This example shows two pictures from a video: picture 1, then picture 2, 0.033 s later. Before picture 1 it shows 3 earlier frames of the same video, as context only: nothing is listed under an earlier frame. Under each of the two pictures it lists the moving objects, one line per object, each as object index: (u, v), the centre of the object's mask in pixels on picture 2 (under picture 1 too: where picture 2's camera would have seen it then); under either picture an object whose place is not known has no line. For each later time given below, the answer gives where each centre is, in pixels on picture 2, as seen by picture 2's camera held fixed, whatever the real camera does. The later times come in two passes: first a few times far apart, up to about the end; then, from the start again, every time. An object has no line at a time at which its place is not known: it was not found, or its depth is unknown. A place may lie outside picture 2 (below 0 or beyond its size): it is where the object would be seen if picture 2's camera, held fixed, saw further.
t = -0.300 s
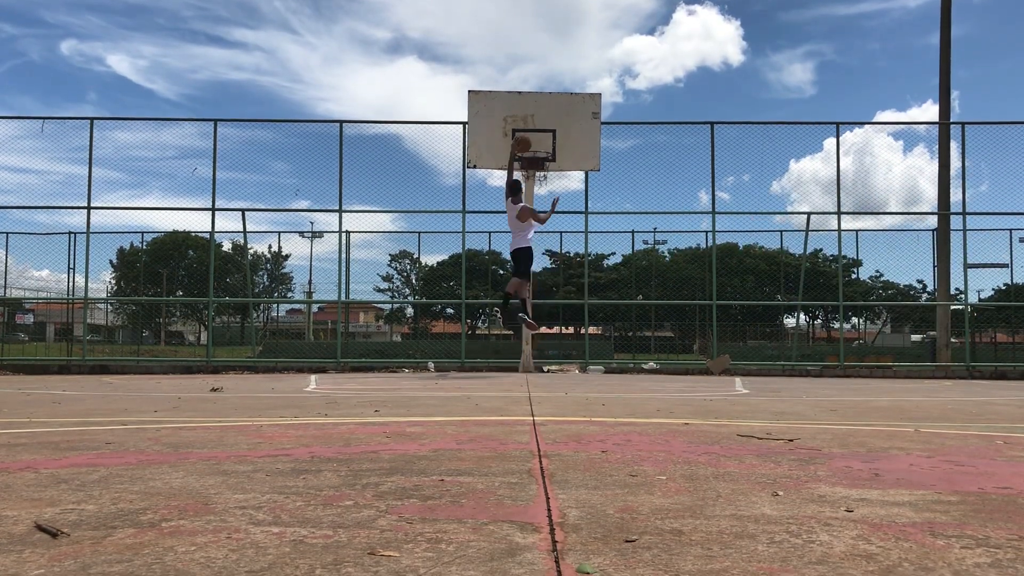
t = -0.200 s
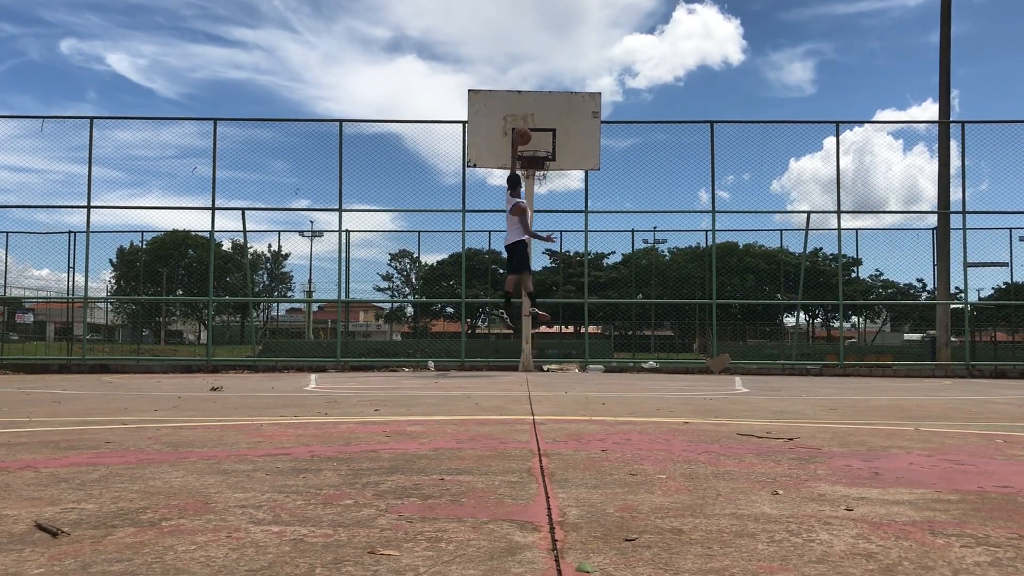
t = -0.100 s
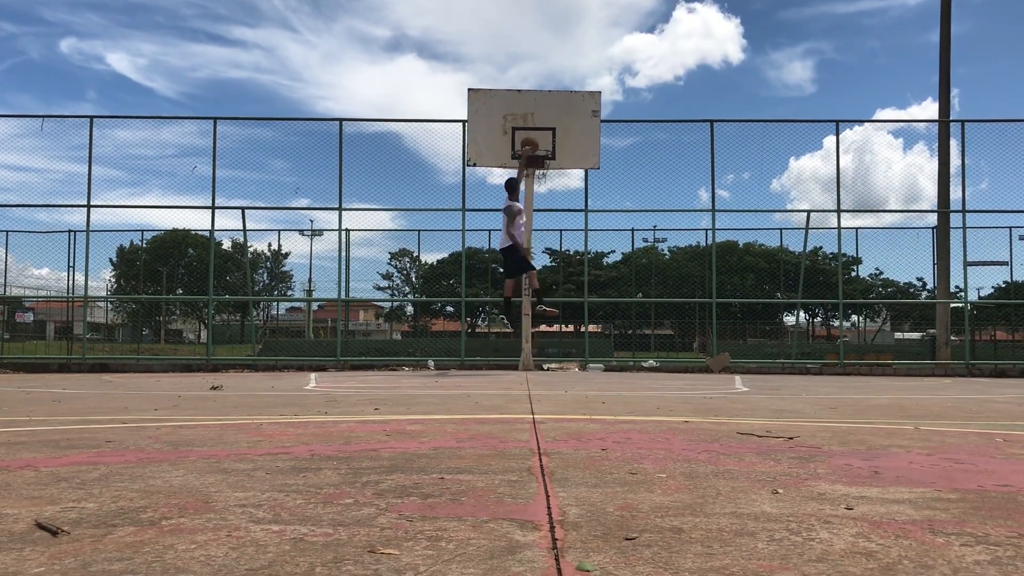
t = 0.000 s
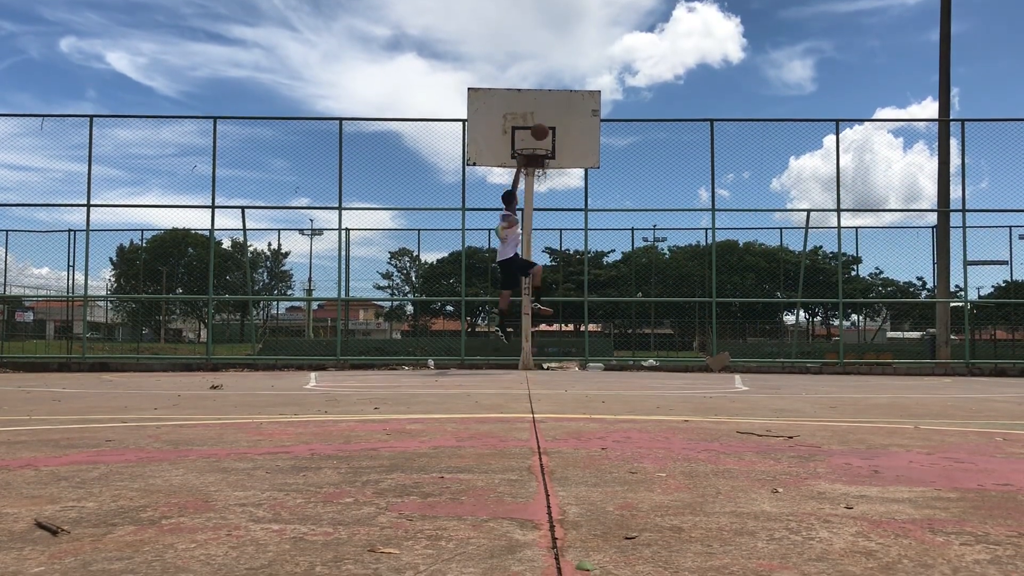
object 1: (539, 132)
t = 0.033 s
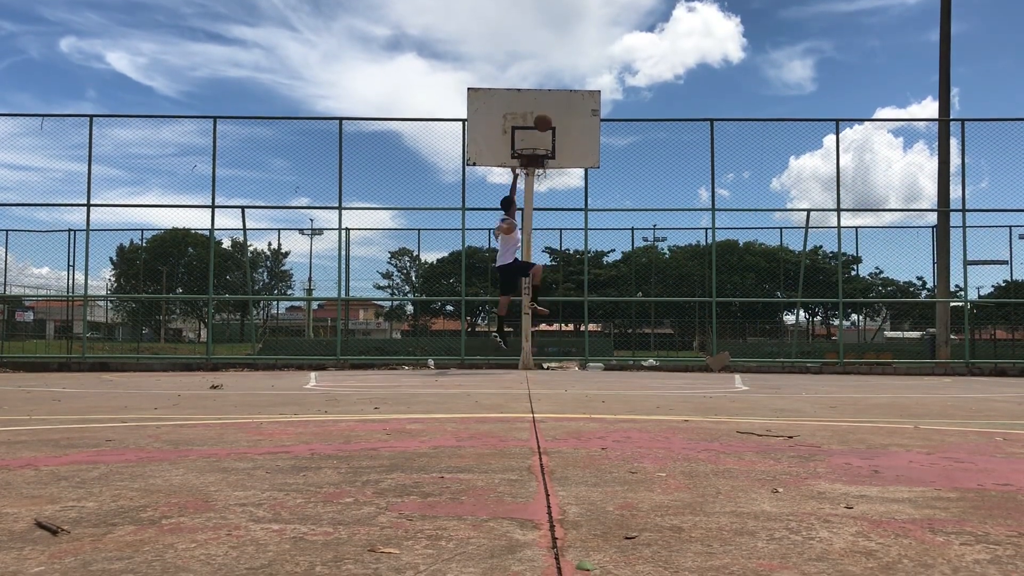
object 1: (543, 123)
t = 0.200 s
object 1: (561, 90)
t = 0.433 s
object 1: (589, 78)
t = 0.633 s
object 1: (619, 107)
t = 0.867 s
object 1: (661, 204)
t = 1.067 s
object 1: (711, 363)
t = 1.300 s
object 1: (761, 223)
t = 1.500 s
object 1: (810, 125)
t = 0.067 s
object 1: (546, 115)
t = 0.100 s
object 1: (549, 108)
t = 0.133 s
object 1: (553, 101)
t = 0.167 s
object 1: (556, 95)
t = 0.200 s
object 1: (561, 90)
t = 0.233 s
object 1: (565, 86)
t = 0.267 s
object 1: (568, 82)
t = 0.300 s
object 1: (572, 80)
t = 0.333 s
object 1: (576, 78)
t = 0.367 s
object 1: (581, 77)
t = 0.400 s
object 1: (585, 77)
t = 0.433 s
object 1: (589, 78)
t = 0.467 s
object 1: (594, 80)
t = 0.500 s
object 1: (599, 83)
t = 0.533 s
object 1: (603, 87)
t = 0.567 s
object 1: (608, 92)
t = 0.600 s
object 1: (613, 99)
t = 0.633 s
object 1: (619, 107)
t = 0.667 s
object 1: (624, 116)
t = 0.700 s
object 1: (630, 127)
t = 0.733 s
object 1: (636, 139)
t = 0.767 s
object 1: (642, 153)
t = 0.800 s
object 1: (648, 168)
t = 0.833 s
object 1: (654, 185)
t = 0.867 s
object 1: (661, 204)
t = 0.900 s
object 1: (669, 225)
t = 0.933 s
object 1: (676, 249)
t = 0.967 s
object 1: (684, 273)
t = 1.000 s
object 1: (692, 300)
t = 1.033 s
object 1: (701, 330)
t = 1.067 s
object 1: (711, 363)
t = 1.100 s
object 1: (717, 361)
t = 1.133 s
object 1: (724, 336)
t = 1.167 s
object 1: (731, 311)
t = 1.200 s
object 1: (737, 288)
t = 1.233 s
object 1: (745, 265)
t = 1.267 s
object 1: (753, 243)
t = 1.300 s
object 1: (761, 223)
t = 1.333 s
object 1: (768, 203)
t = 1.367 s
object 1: (776, 185)
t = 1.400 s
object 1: (784, 169)
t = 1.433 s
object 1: (793, 153)
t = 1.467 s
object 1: (801, 138)
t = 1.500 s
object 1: (810, 125)
